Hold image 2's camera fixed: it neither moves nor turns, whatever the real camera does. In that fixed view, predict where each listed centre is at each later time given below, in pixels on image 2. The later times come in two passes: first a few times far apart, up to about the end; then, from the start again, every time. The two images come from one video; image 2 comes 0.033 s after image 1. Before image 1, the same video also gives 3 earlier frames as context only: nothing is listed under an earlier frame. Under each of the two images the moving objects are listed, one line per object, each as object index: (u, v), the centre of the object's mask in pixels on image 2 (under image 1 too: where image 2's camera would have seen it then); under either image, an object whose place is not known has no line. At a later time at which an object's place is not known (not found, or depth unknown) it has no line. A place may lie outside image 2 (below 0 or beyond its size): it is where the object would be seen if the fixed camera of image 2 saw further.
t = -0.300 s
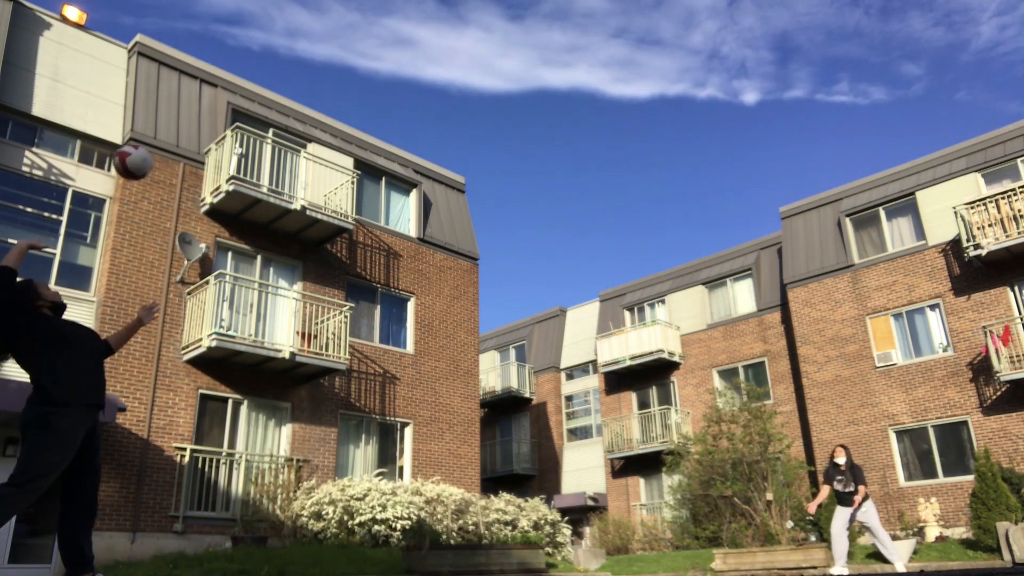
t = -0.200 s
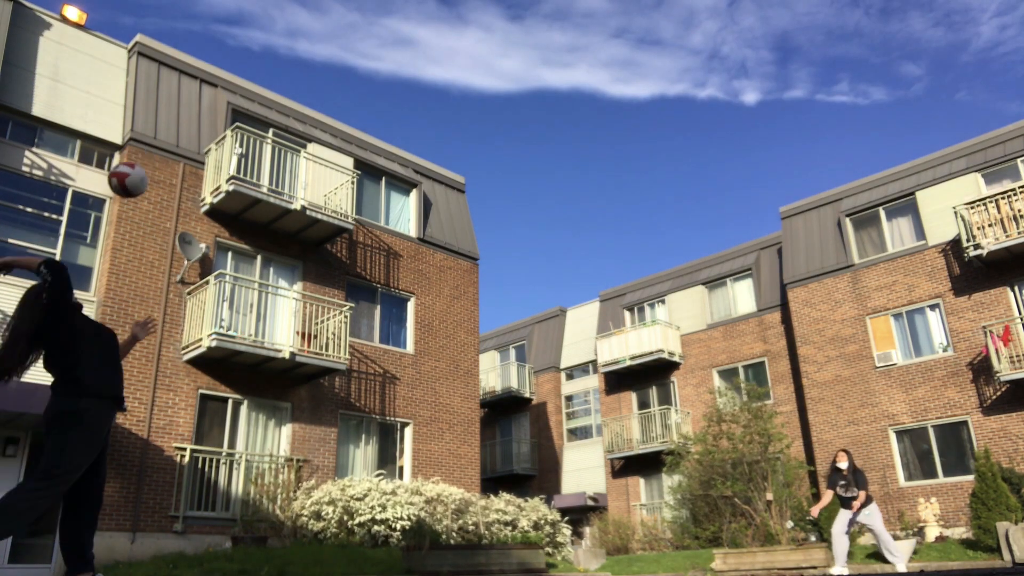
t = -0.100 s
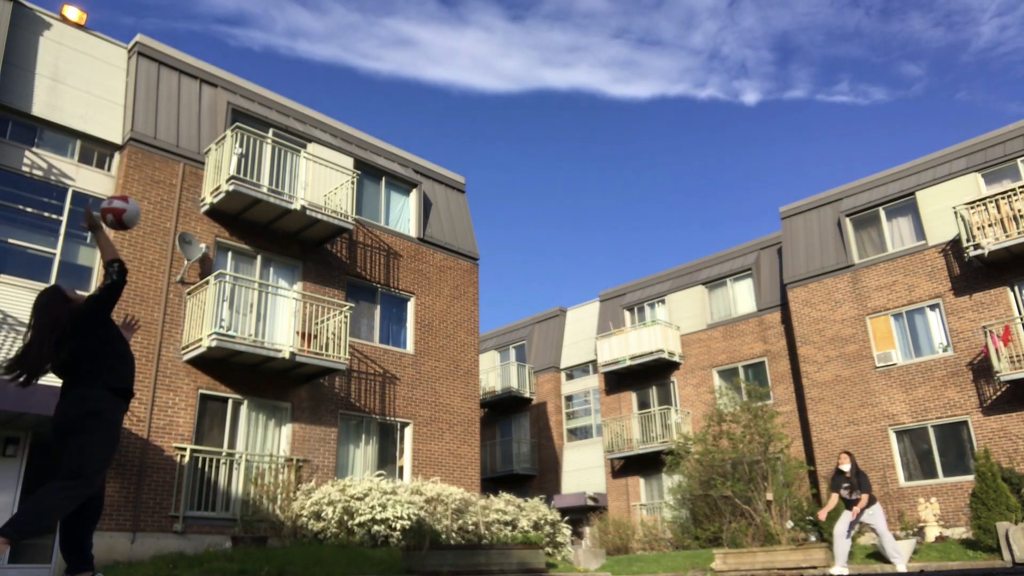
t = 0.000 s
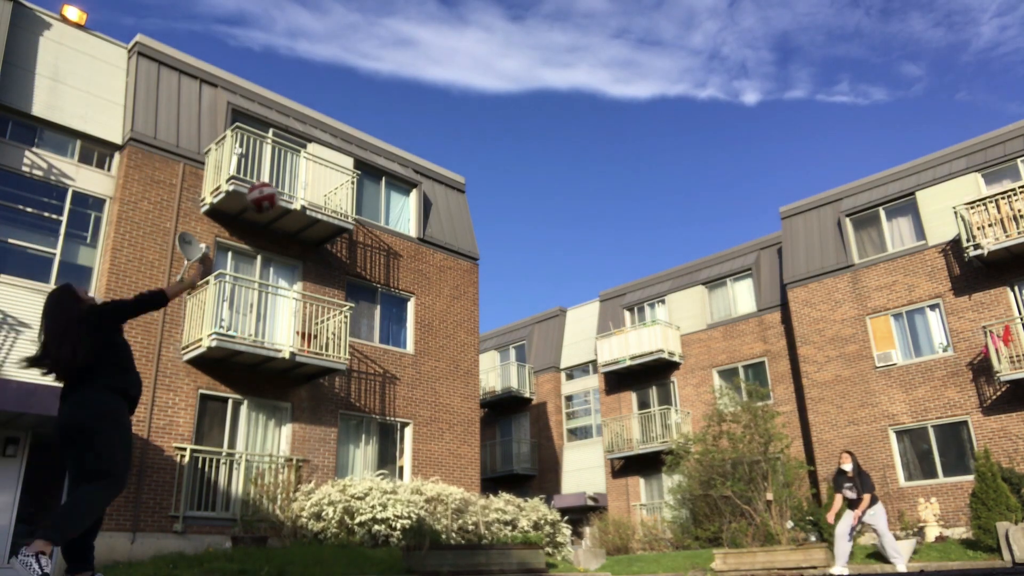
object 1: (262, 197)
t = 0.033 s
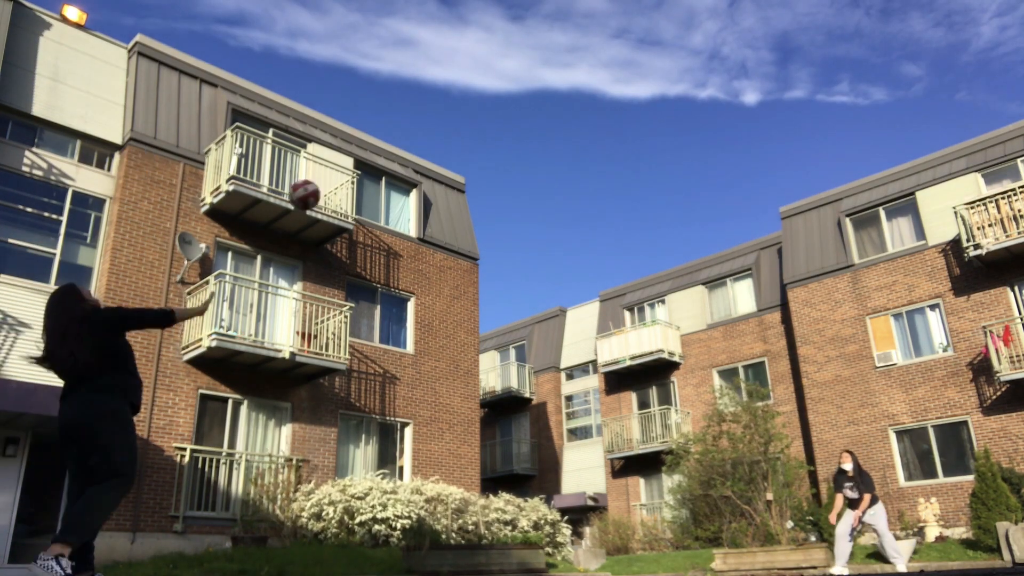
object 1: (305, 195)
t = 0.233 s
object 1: (487, 202)
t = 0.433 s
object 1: (597, 241)
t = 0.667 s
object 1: (684, 315)
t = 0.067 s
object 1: (343, 193)
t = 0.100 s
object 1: (377, 193)
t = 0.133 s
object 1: (408, 193)
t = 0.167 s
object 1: (436, 195)
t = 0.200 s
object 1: (462, 198)
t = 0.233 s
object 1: (487, 202)
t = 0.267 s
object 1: (509, 206)
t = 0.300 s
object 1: (529, 212)
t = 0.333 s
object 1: (548, 219)
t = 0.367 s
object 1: (565, 225)
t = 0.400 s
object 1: (582, 233)
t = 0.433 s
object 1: (597, 241)
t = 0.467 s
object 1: (611, 250)
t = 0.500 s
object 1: (625, 260)
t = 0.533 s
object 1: (638, 270)
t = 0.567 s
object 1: (651, 280)
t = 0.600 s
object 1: (662, 291)
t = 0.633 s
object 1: (673, 302)
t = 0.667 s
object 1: (684, 315)
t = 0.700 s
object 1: (695, 326)
